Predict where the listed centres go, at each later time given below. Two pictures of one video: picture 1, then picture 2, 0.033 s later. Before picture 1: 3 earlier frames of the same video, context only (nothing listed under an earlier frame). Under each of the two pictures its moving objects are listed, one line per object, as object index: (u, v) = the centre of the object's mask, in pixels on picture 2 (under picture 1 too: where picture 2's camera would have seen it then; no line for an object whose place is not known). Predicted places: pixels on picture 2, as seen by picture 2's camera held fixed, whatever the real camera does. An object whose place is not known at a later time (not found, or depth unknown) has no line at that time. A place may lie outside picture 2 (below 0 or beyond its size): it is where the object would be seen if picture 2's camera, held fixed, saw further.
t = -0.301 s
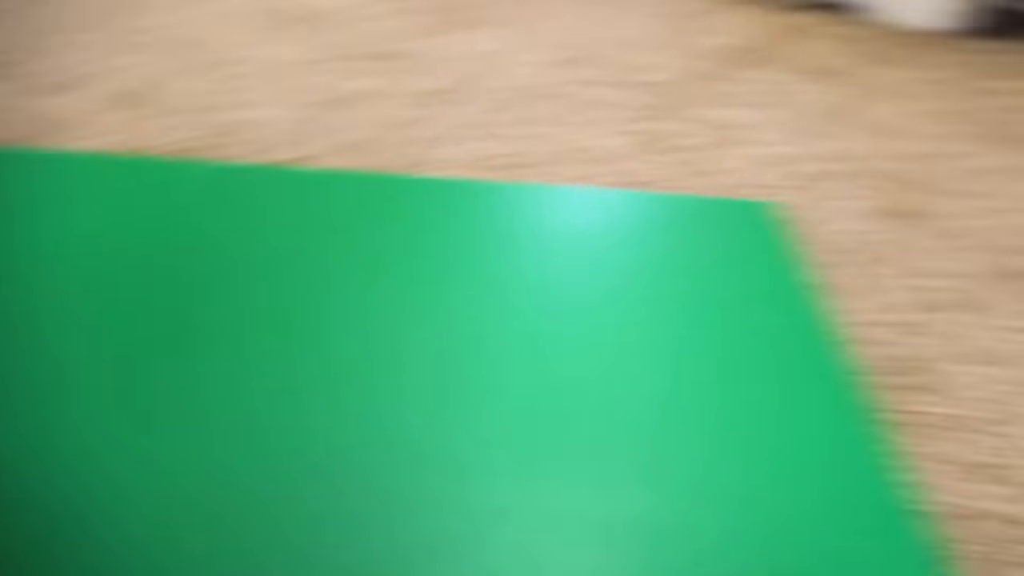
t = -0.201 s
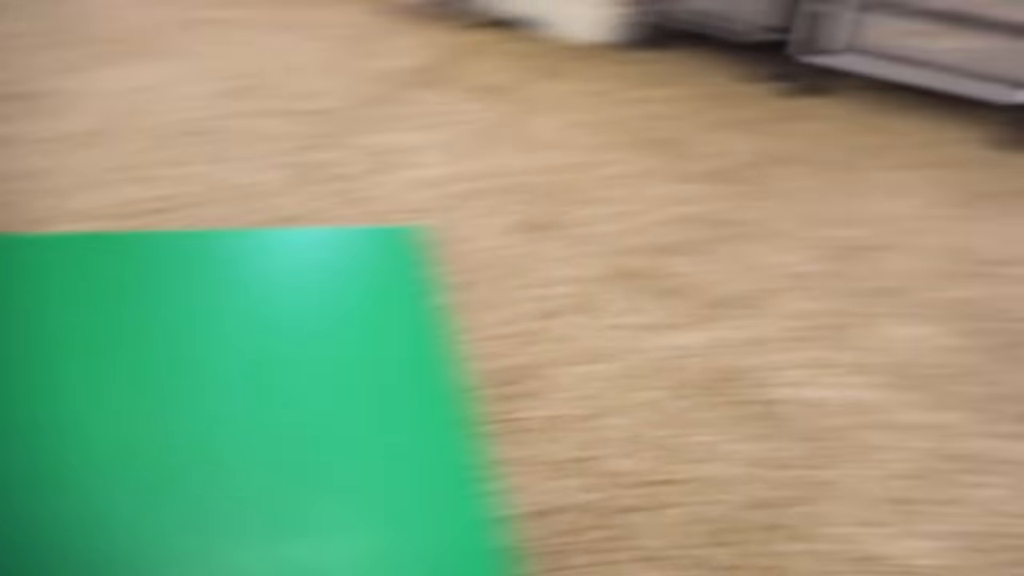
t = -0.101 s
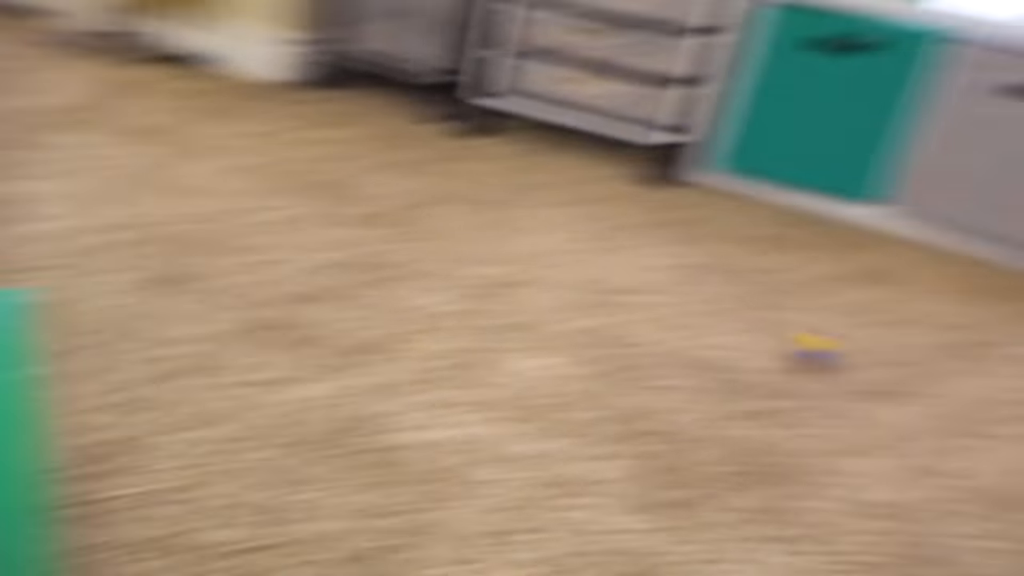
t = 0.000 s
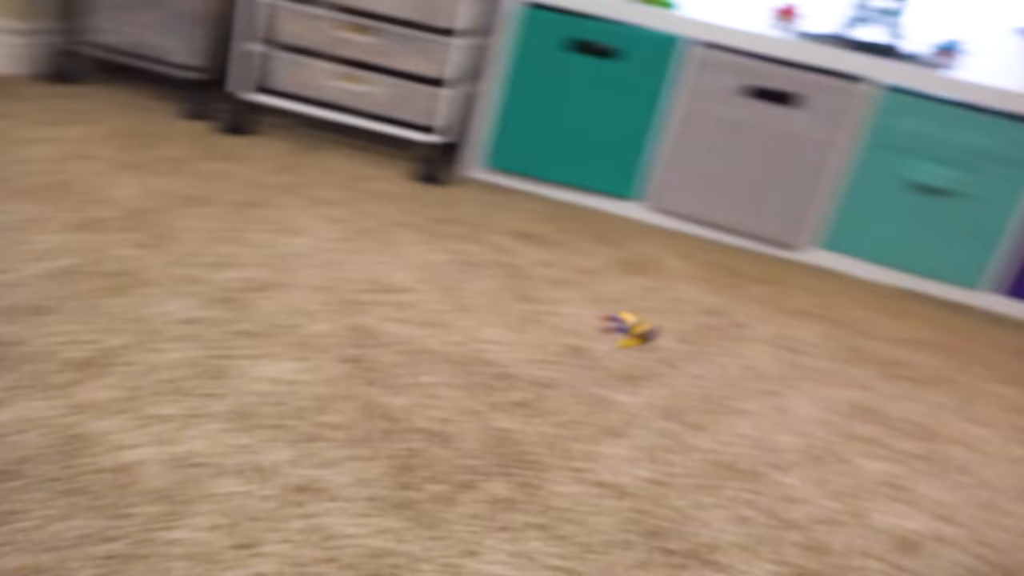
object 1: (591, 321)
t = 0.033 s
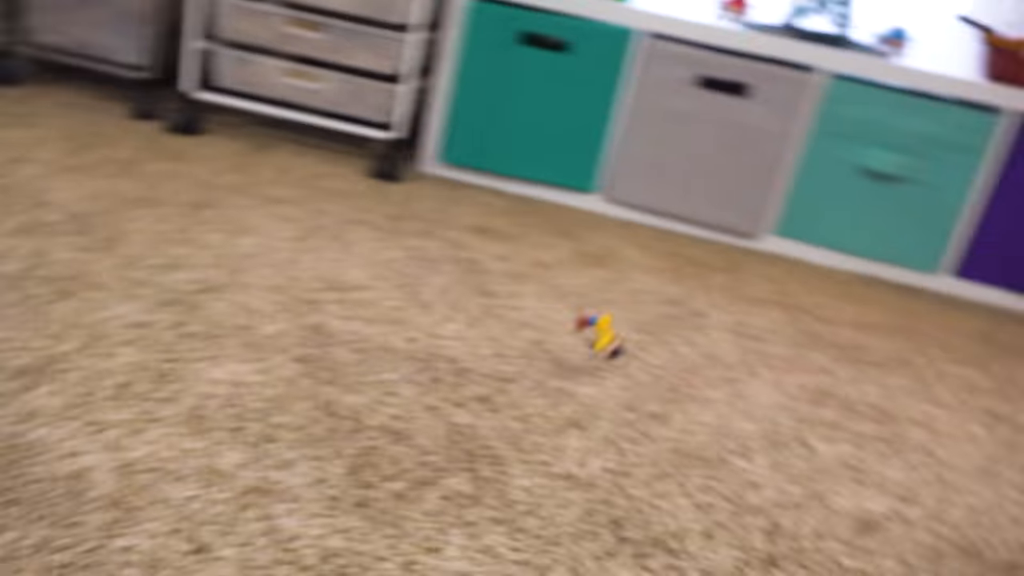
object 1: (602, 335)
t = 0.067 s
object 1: (611, 357)
